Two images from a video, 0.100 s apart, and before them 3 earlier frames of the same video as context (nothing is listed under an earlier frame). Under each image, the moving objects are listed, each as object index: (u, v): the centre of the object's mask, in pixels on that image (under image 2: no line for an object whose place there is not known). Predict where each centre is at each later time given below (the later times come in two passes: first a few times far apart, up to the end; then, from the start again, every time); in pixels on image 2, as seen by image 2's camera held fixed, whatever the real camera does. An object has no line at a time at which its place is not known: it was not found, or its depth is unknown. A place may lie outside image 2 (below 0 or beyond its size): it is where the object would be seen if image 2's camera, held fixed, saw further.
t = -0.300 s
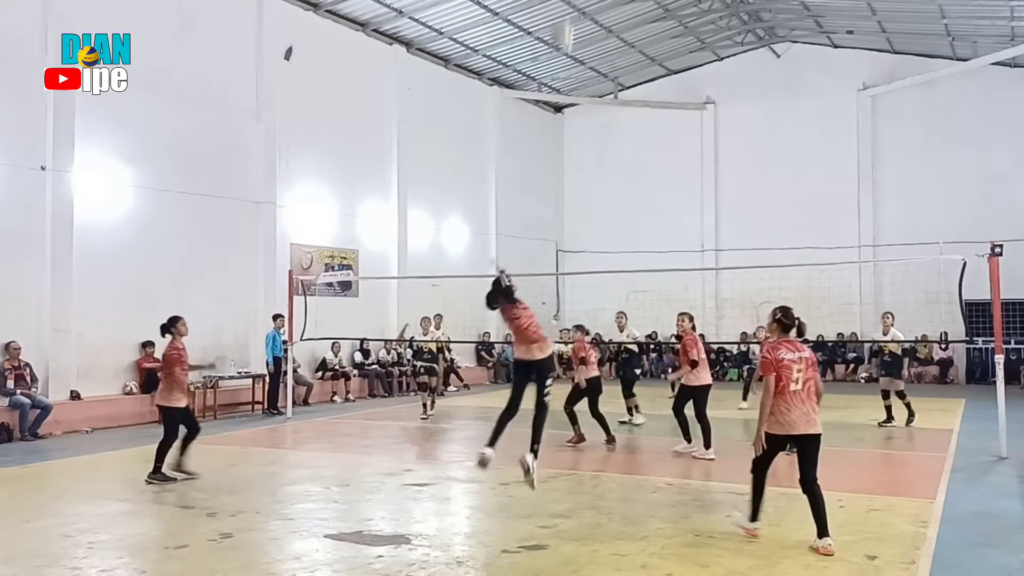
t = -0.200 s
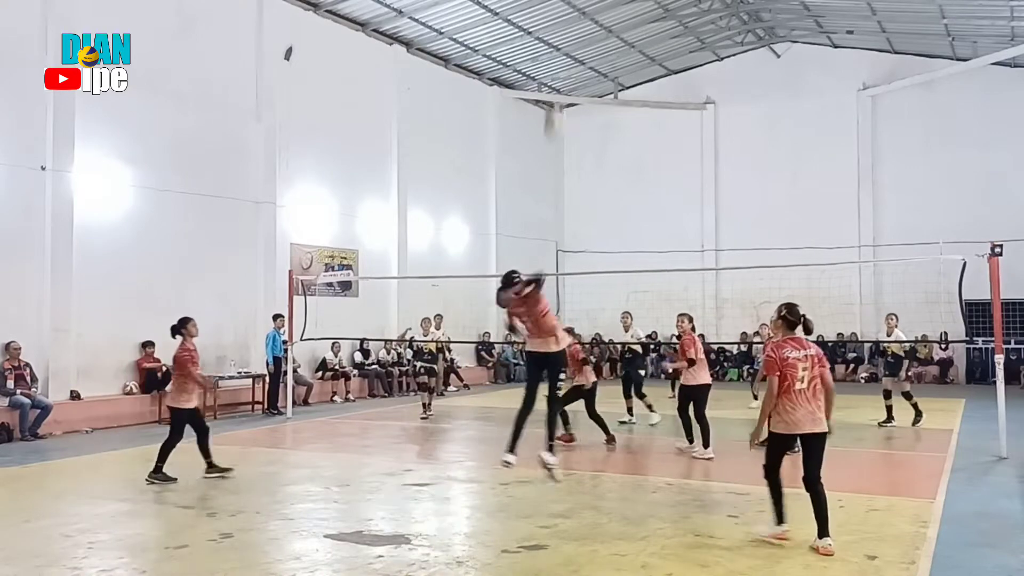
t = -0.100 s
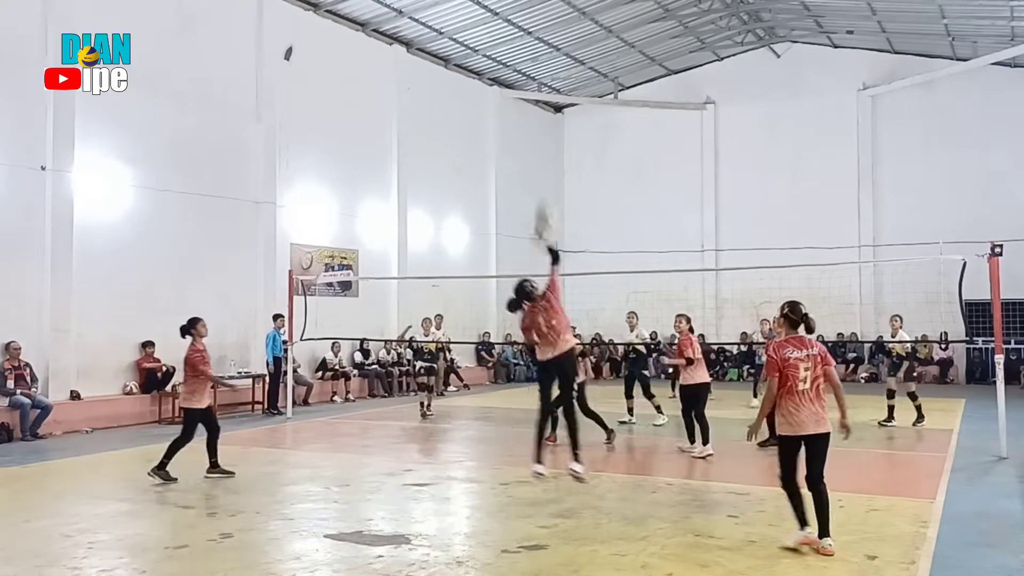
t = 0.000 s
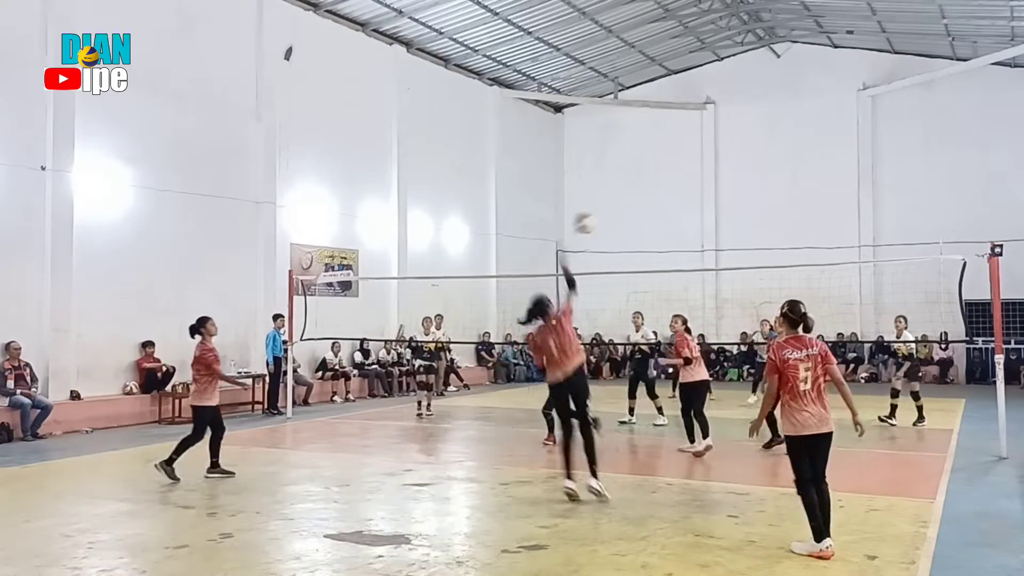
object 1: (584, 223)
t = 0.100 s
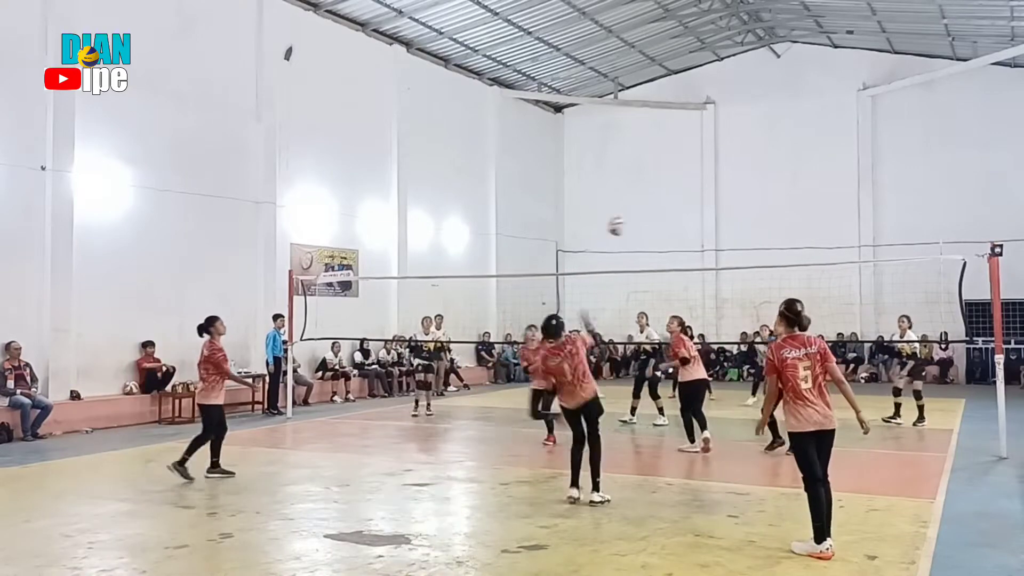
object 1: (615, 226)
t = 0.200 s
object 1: (641, 238)
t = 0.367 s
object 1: (675, 268)
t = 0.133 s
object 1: (624, 230)
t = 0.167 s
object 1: (632, 233)
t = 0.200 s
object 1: (641, 238)
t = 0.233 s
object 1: (648, 242)
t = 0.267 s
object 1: (656, 249)
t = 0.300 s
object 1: (662, 255)
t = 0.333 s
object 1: (668, 261)
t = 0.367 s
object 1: (675, 268)
